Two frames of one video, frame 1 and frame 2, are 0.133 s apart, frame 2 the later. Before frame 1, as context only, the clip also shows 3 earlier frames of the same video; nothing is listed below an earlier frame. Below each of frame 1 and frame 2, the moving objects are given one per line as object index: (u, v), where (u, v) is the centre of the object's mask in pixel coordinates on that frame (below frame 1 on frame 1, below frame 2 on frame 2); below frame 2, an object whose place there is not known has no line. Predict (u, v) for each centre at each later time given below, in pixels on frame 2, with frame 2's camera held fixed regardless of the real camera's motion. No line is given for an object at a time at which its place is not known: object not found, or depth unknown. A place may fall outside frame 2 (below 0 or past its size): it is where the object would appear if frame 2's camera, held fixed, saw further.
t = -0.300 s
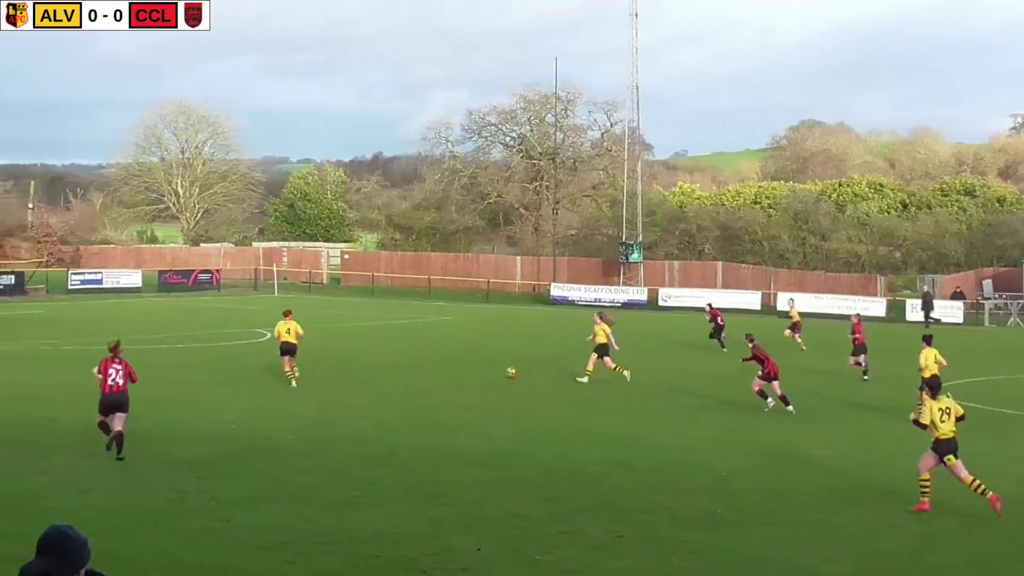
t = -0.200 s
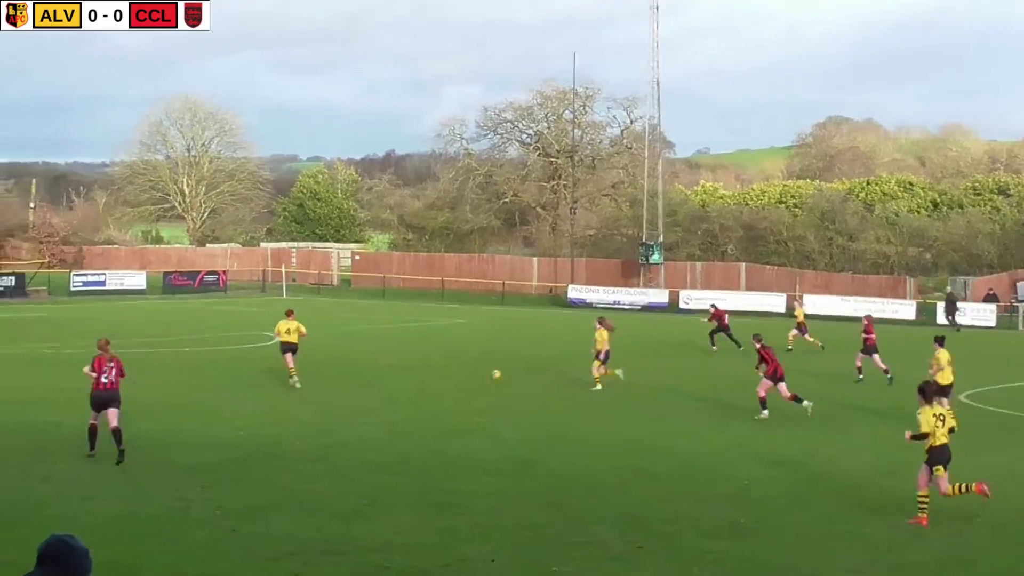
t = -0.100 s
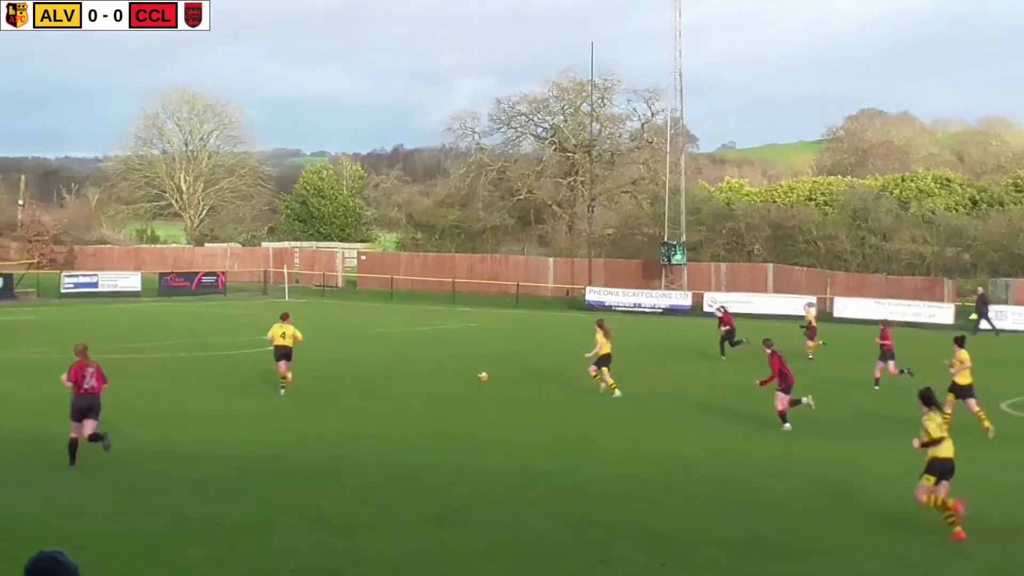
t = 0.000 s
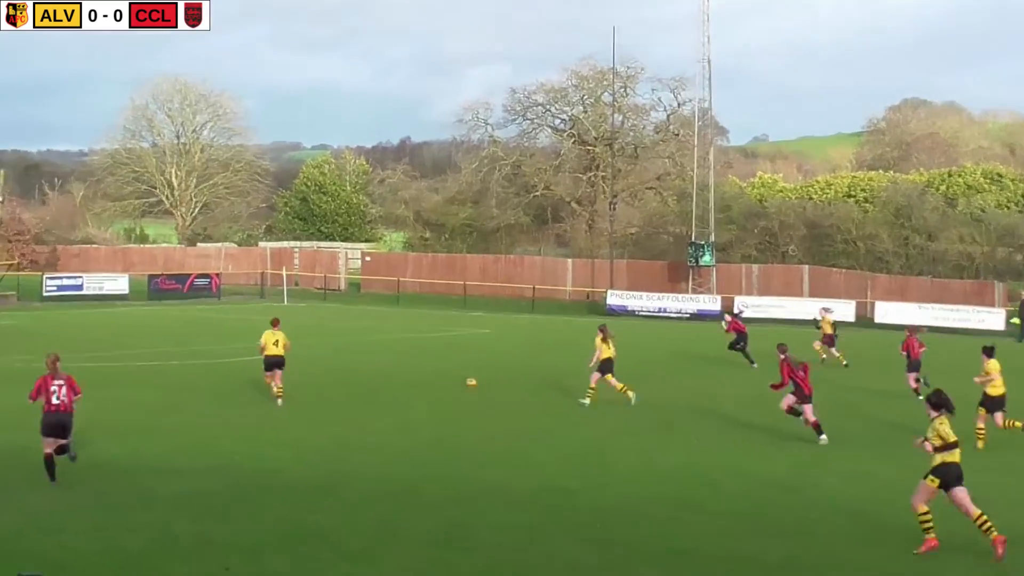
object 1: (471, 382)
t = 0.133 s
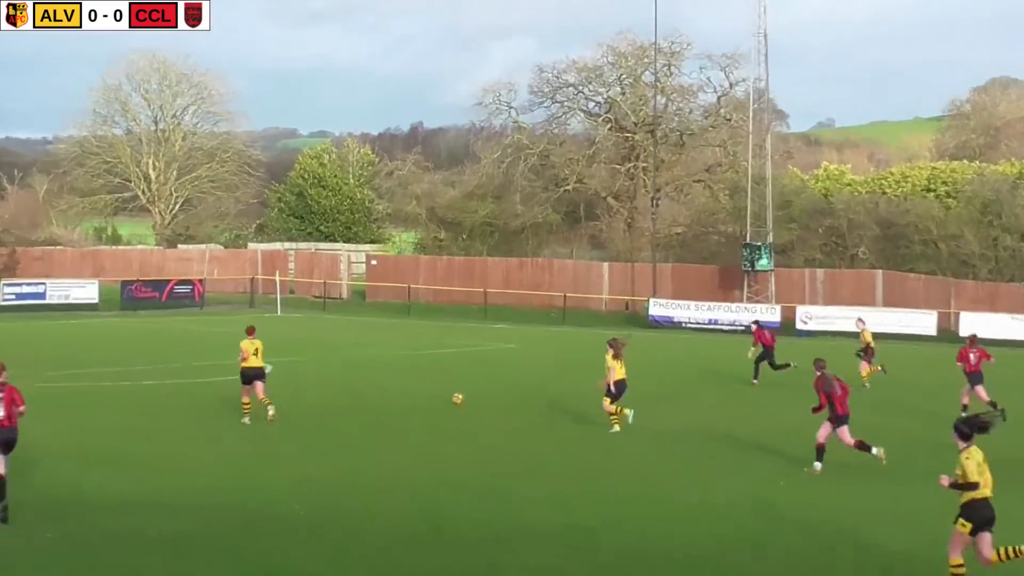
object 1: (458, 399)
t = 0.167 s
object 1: (449, 395)
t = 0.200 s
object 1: (445, 393)
